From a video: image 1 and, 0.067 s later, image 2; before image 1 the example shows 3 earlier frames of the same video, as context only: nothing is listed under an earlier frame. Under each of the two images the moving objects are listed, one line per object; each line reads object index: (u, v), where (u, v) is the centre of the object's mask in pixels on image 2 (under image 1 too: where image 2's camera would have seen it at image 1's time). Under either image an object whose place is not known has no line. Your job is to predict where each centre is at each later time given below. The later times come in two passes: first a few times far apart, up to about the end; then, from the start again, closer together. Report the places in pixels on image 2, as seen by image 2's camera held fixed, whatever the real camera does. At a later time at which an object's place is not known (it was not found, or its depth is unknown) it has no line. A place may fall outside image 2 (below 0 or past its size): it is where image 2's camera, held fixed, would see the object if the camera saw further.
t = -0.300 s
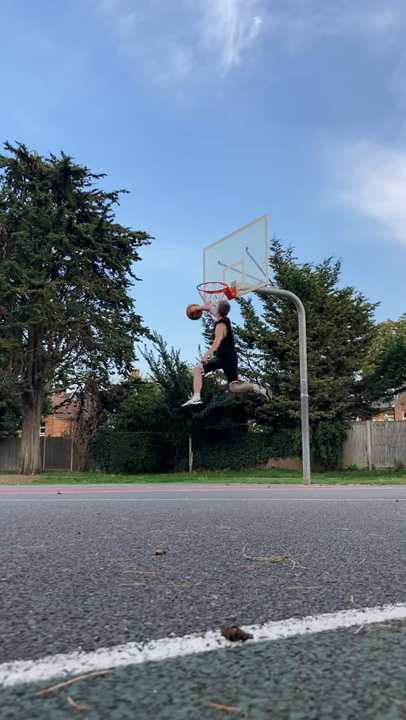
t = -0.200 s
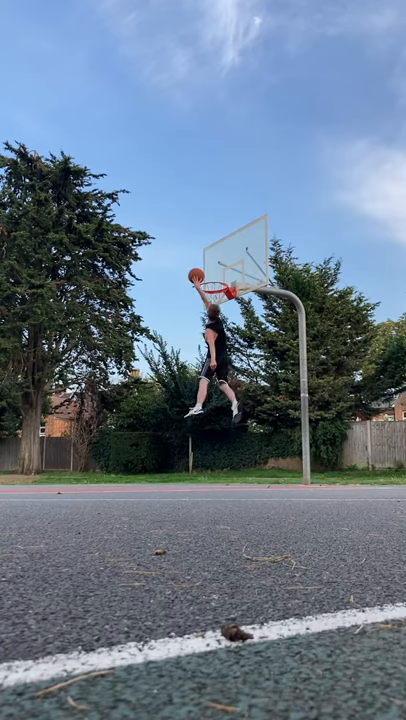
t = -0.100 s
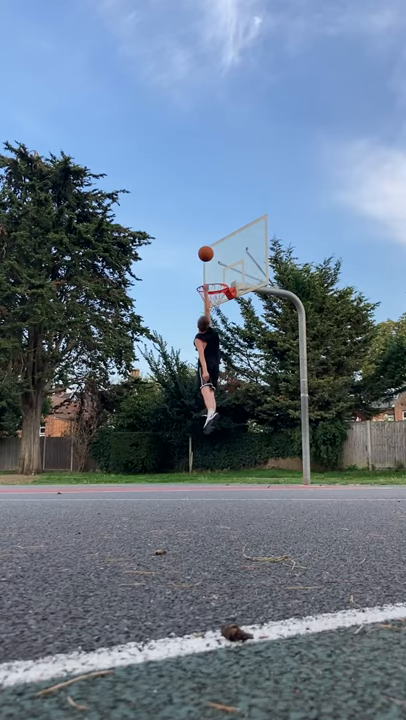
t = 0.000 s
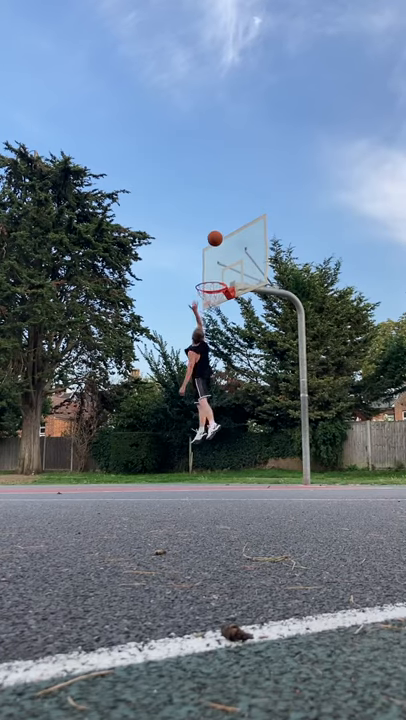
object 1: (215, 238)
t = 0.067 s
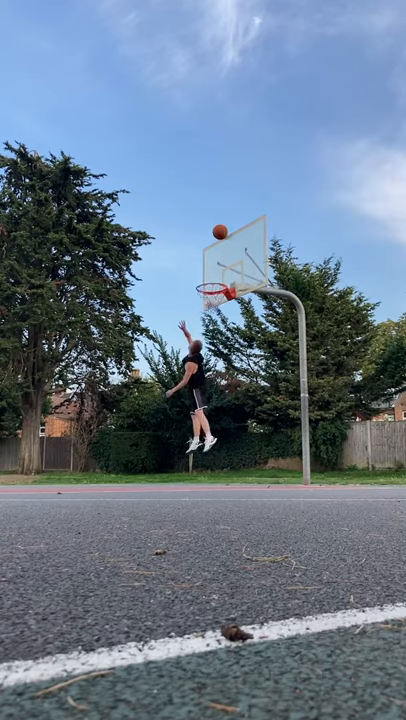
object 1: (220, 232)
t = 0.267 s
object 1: (215, 216)
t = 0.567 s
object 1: (208, 236)
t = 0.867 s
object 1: (220, 291)
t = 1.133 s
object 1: (198, 331)
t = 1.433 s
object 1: (174, 420)
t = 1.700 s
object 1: (160, 435)
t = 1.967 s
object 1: (156, 376)
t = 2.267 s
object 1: (149, 365)
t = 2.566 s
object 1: (141, 412)
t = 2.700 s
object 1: (137, 452)
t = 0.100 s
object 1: (219, 227)
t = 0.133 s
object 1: (218, 224)
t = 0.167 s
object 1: (218, 221)
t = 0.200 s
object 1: (217, 218)
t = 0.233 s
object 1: (216, 217)
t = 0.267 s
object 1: (215, 216)
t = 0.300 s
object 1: (215, 215)
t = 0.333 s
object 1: (214, 216)
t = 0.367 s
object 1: (213, 217)
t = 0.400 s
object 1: (212, 218)
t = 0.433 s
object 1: (211, 220)
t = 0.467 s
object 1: (210, 224)
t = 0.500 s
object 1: (210, 227)
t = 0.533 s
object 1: (209, 232)
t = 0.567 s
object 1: (208, 236)
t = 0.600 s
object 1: (207, 242)
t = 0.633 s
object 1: (206, 248)
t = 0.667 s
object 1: (205, 255)
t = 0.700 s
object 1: (204, 263)
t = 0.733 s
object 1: (204, 272)
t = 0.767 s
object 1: (203, 281)
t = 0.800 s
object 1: (208, 285)
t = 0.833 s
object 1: (215, 288)
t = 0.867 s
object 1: (220, 291)
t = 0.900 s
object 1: (217, 295)
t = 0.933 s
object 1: (214, 300)
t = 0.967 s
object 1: (211, 305)
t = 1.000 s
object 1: (208, 309)
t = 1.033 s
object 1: (205, 314)
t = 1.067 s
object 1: (203, 319)
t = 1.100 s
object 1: (200, 324)
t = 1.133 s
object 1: (198, 331)
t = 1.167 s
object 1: (195, 338)
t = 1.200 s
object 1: (193, 345)
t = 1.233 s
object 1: (190, 353)
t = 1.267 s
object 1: (188, 363)
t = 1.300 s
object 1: (185, 373)
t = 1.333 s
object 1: (182, 383)
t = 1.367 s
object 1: (180, 394)
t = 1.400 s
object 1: (177, 406)
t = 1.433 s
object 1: (174, 420)
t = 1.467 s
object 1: (171, 434)
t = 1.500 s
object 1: (168, 448)
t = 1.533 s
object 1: (166, 463)
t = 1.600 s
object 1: (162, 470)
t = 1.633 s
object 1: (162, 457)
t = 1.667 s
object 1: (161, 446)
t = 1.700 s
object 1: (160, 435)
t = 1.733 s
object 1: (160, 424)
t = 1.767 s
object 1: (159, 416)
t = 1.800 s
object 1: (159, 407)
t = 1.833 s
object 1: (159, 399)
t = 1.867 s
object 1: (158, 392)
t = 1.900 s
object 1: (157, 386)
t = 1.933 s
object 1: (157, 381)
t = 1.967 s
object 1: (156, 376)
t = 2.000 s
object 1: (155, 372)
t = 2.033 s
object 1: (154, 369)
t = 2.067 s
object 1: (154, 366)
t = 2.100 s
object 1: (153, 365)
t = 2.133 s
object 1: (152, 363)
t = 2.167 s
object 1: (152, 363)
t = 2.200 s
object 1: (151, 363)
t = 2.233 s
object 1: (150, 364)
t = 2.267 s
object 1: (149, 365)
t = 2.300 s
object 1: (148, 367)
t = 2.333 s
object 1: (148, 371)
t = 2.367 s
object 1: (146, 375)
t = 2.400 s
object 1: (146, 379)
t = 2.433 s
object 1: (145, 384)
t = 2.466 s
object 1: (144, 390)
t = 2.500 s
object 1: (143, 397)
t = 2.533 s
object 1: (142, 403)
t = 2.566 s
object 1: (141, 412)
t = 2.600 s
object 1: (140, 421)
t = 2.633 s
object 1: (139, 431)
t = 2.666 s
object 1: (138, 440)
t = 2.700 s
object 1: (137, 452)
